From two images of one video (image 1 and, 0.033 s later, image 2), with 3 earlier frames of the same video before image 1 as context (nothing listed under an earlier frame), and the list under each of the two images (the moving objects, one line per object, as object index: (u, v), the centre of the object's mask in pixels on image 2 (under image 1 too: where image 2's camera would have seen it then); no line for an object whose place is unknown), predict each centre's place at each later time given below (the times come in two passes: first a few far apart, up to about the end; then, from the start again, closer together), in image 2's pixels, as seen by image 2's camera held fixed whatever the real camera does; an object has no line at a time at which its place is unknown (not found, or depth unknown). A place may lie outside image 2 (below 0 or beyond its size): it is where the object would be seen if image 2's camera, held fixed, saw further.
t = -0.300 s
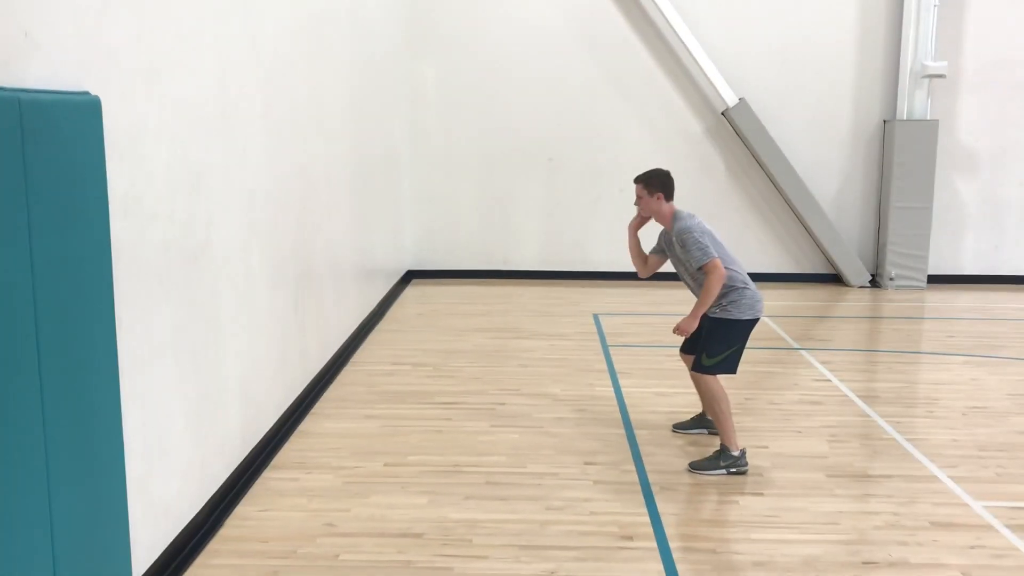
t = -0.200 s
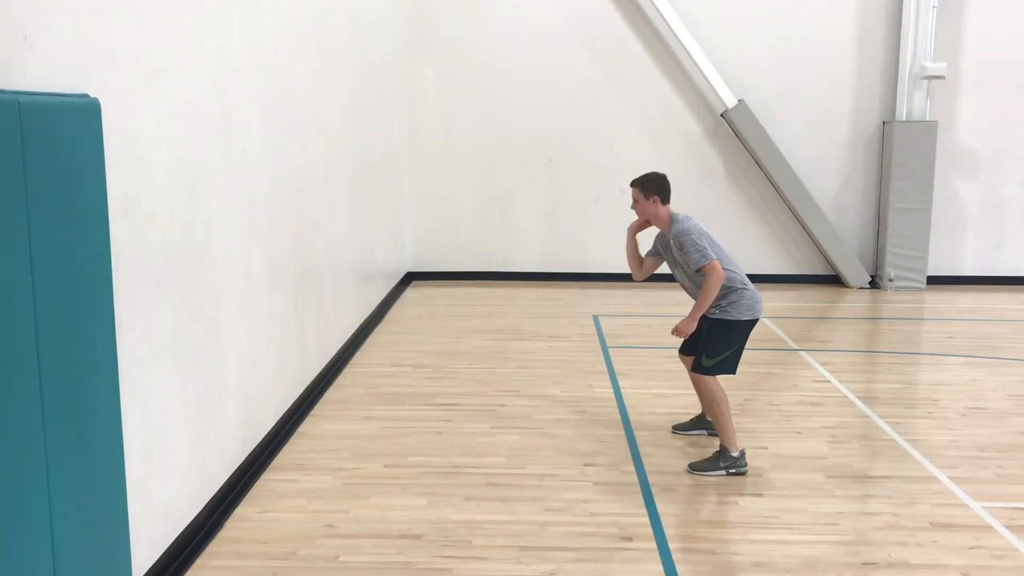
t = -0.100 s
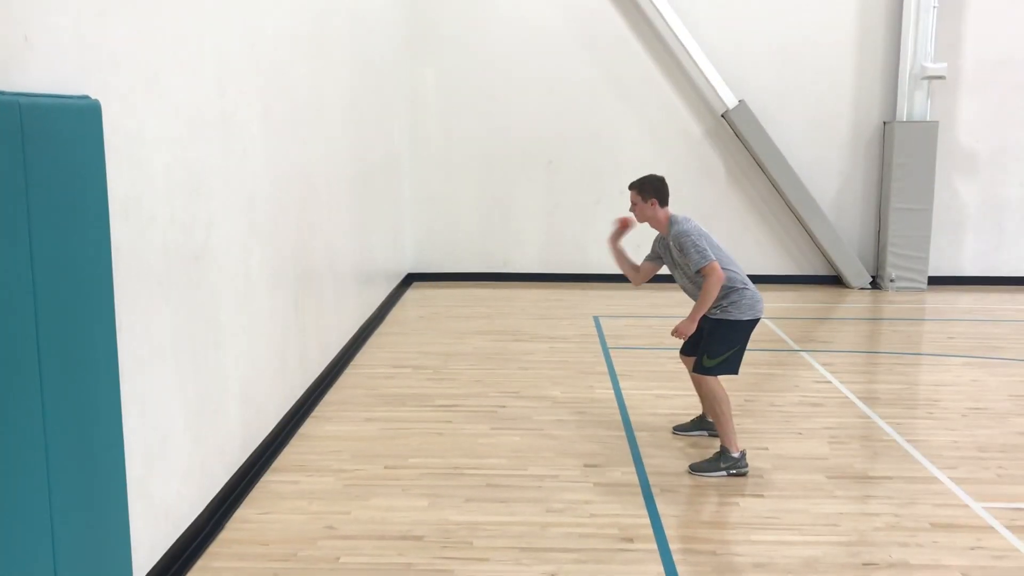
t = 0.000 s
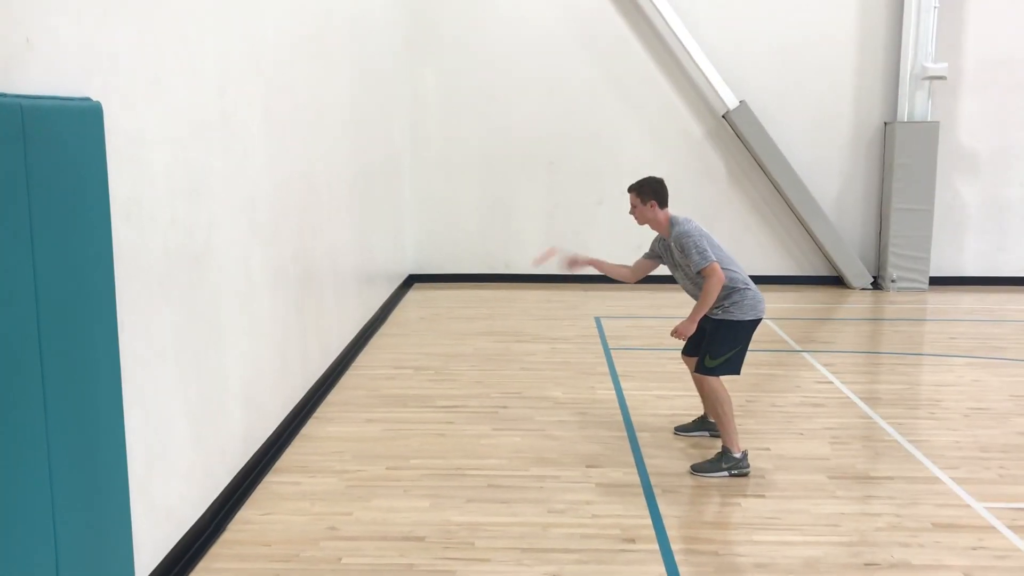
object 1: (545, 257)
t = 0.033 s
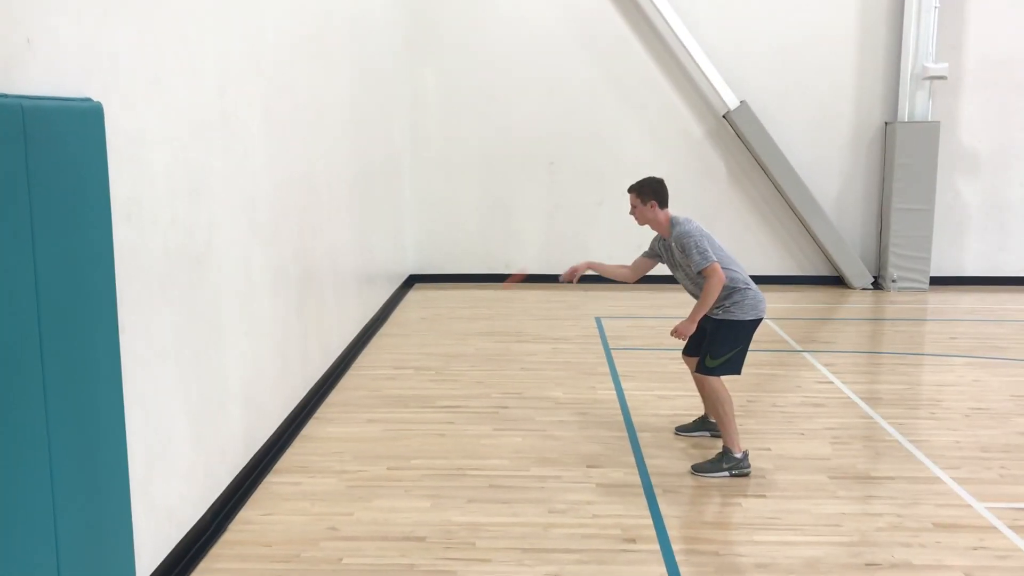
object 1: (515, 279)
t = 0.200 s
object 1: (362, 416)
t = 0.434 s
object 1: (307, 289)
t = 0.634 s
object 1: (345, 209)
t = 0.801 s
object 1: (379, 191)
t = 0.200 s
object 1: (362, 416)
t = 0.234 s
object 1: (340, 415)
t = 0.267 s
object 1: (324, 390)
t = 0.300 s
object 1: (310, 371)
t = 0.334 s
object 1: (295, 351)
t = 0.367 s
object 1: (295, 330)
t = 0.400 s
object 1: (301, 309)
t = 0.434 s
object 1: (307, 289)
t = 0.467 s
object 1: (313, 271)
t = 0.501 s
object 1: (320, 255)
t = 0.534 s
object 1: (326, 241)
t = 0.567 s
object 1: (332, 229)
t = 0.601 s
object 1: (338, 218)
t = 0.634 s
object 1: (345, 209)
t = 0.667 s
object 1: (352, 201)
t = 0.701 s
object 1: (359, 196)
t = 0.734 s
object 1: (365, 193)
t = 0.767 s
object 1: (372, 191)
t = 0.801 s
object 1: (379, 191)
